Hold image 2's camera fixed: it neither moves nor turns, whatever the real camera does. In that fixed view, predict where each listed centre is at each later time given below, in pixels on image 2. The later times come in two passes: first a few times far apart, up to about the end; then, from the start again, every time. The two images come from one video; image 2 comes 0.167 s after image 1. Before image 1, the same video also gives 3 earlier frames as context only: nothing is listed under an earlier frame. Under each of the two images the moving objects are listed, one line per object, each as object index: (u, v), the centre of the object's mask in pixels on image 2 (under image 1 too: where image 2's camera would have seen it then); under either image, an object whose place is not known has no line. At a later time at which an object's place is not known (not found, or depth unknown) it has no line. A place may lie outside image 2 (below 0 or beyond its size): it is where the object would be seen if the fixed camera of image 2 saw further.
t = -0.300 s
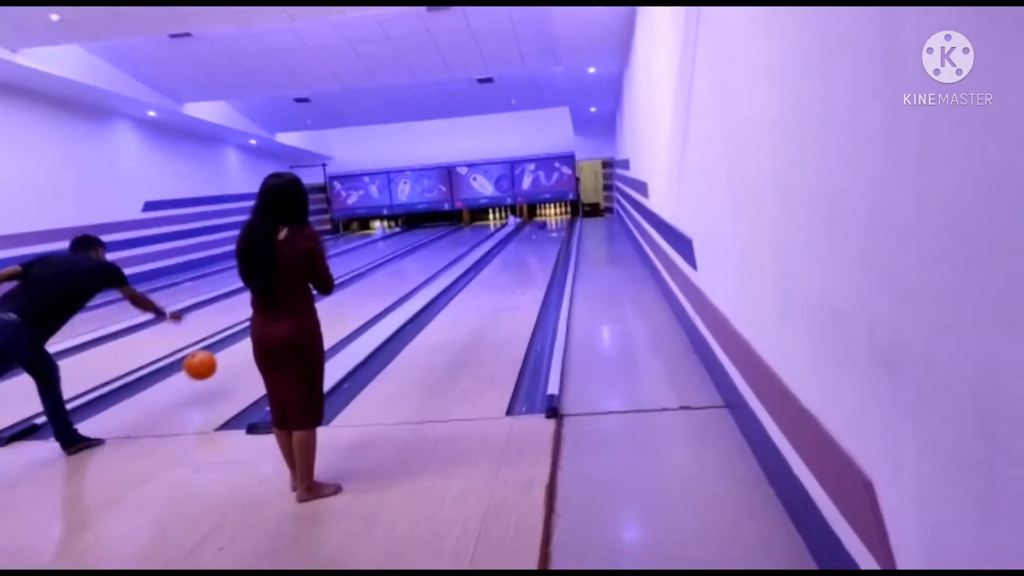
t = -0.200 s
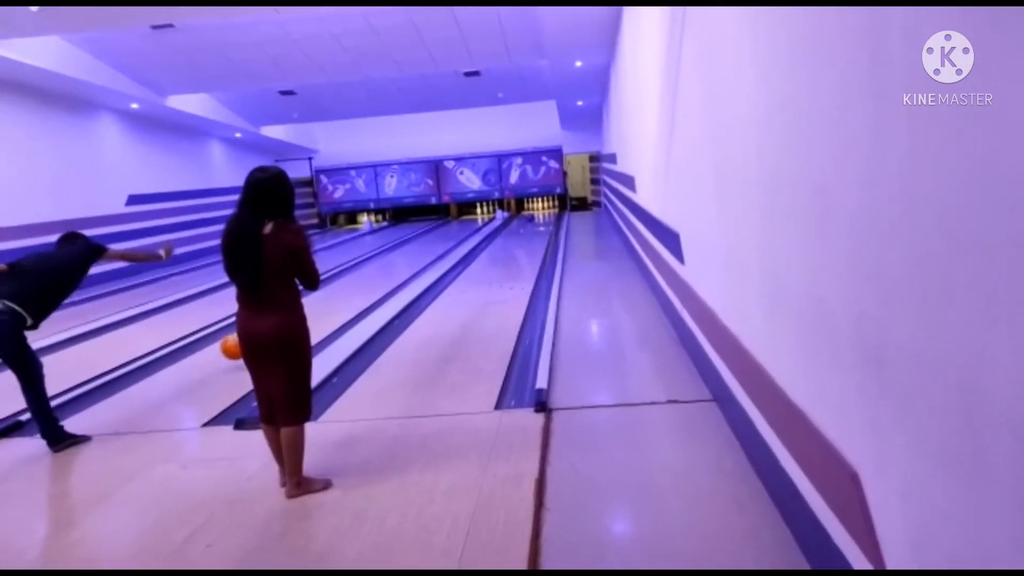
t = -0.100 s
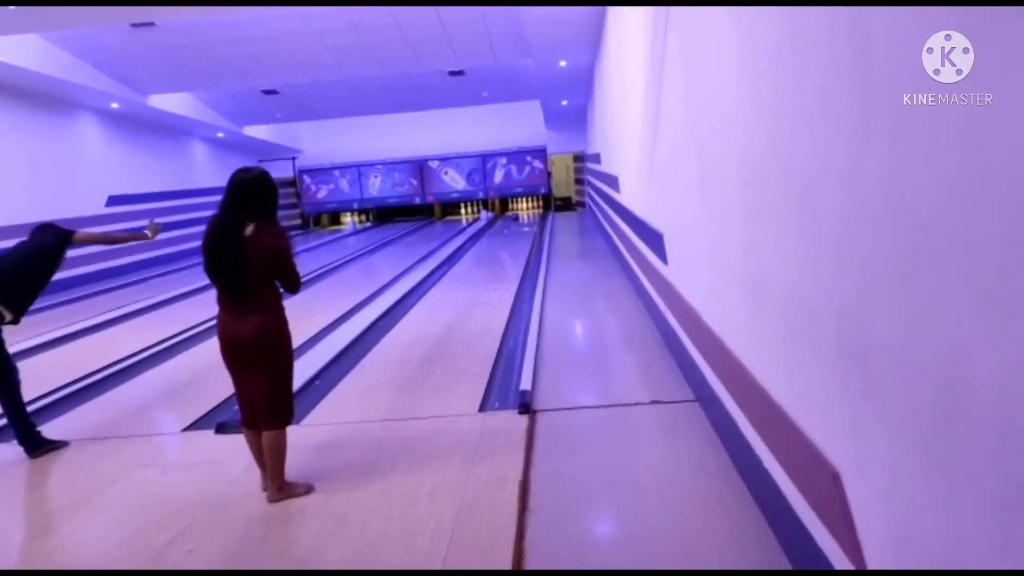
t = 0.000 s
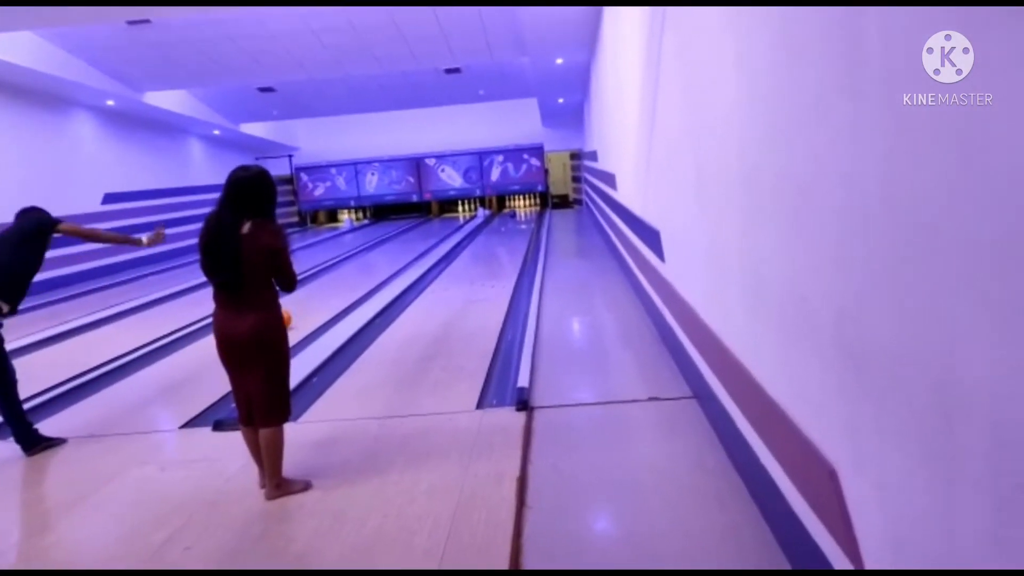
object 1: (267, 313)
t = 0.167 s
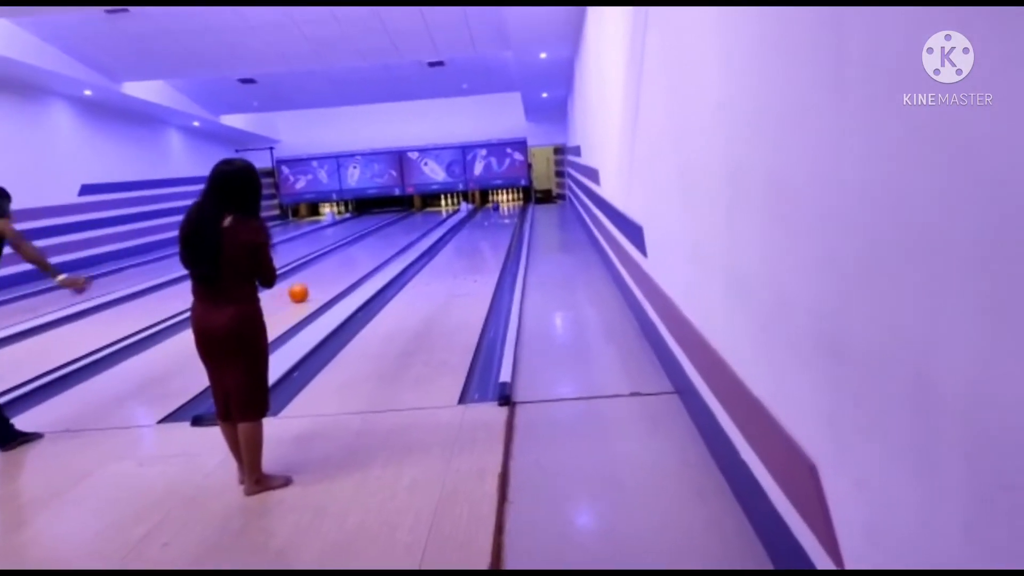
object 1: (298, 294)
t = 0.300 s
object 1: (321, 280)
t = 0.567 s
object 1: (354, 261)
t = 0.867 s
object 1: (378, 247)
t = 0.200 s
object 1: (305, 290)
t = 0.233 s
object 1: (310, 286)
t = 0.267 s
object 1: (316, 283)
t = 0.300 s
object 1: (321, 280)
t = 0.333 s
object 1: (327, 277)
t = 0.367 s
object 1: (331, 275)
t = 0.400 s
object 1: (335, 272)
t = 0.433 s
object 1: (340, 270)
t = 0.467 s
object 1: (344, 268)
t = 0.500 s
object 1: (347, 265)
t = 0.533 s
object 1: (351, 263)
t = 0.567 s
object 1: (354, 261)
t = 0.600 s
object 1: (358, 260)
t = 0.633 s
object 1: (361, 258)
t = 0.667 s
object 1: (364, 256)
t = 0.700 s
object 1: (366, 254)
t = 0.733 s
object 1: (369, 253)
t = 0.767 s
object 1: (371, 251)
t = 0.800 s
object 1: (374, 250)
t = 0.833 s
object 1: (376, 248)
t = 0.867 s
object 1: (378, 247)
